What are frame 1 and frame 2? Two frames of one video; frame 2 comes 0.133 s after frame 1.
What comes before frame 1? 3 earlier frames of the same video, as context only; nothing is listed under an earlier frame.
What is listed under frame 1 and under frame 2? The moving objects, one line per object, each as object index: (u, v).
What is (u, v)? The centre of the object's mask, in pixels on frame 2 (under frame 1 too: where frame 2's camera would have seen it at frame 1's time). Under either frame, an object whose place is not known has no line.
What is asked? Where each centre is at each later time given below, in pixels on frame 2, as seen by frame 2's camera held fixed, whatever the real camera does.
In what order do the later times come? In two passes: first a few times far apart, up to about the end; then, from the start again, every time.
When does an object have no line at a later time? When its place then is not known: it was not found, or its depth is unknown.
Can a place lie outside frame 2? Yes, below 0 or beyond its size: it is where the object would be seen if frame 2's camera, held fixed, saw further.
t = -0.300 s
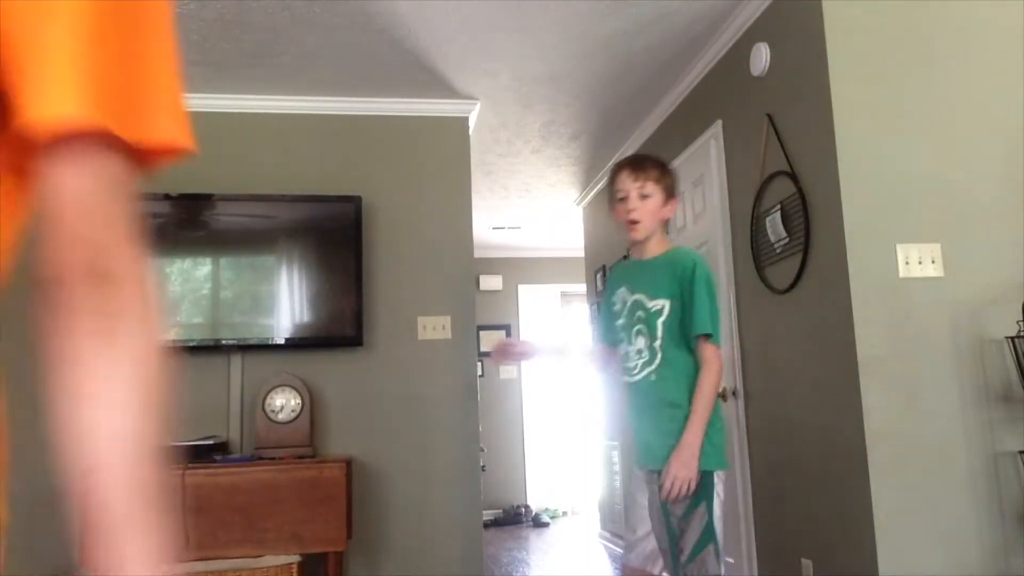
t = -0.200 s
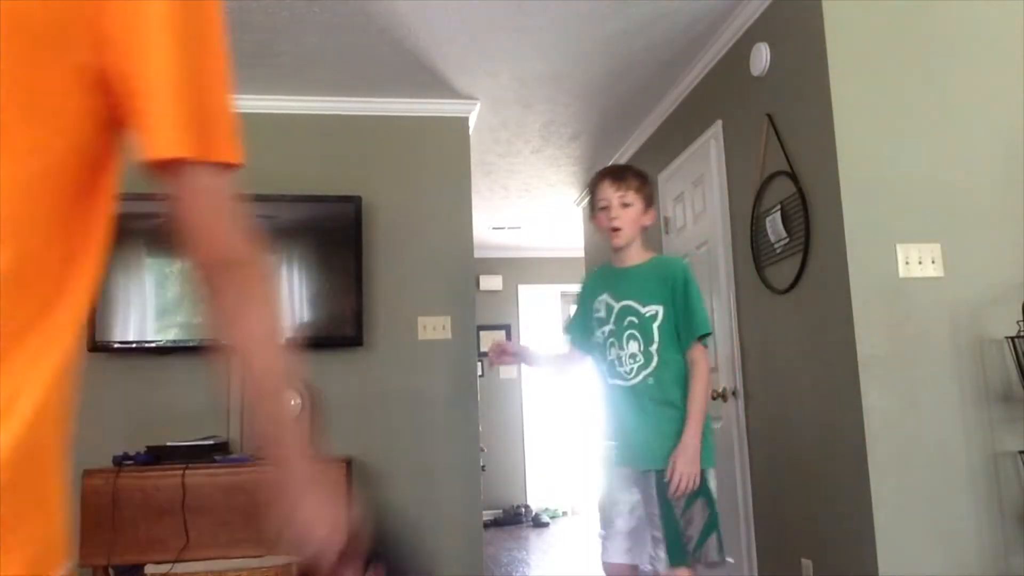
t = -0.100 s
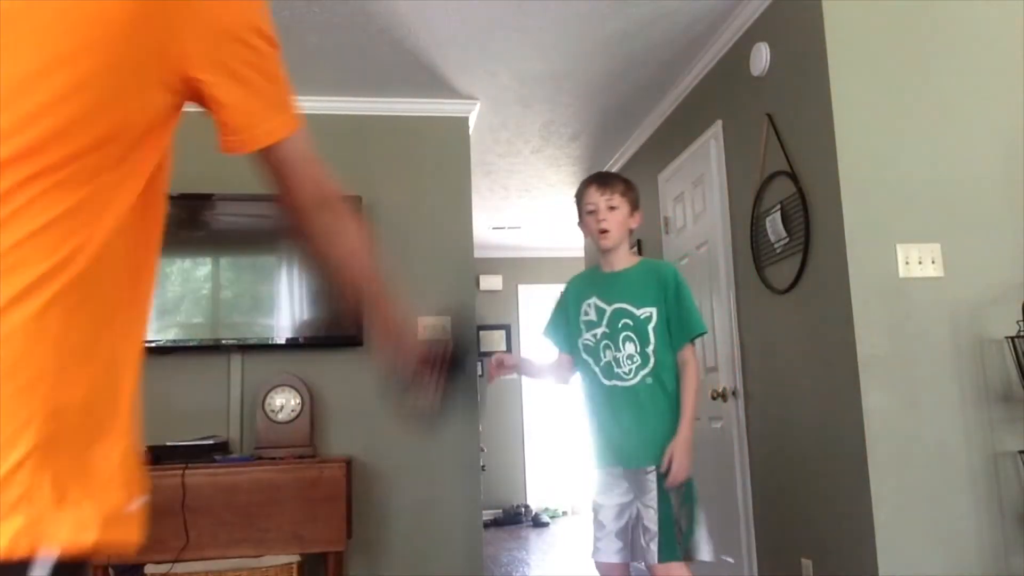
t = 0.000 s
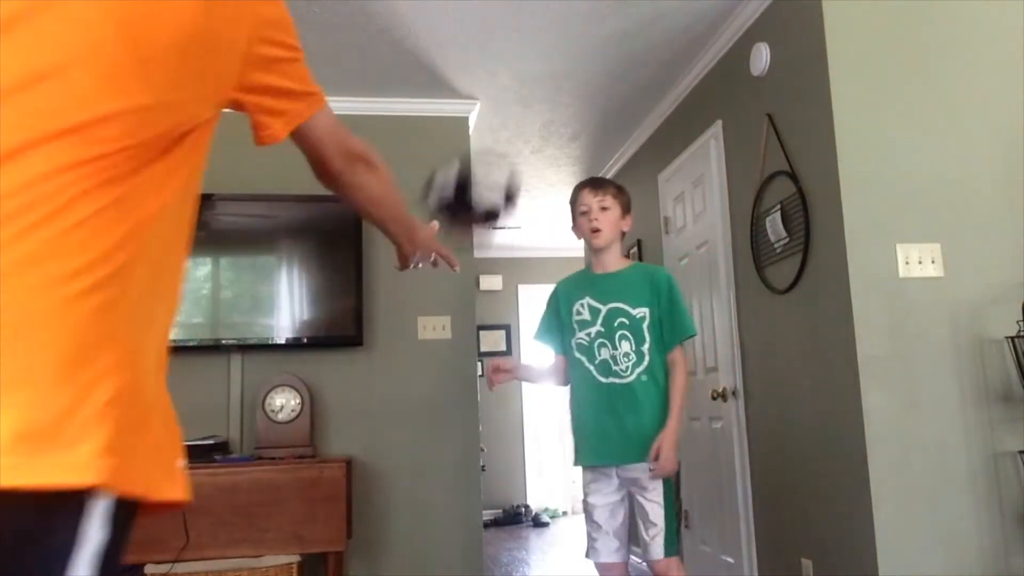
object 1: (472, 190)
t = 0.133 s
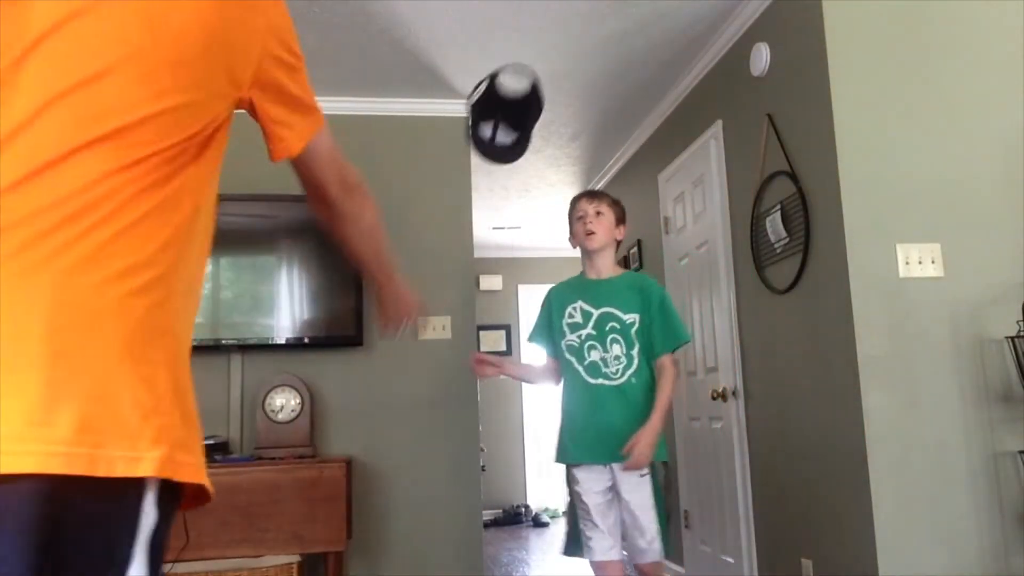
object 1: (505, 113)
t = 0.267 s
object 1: (526, 113)
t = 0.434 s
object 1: (546, 170)
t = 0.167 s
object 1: (511, 108)
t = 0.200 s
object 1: (516, 107)
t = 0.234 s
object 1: (522, 108)
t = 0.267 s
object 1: (526, 113)
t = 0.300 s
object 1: (531, 120)
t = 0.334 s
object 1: (535, 130)
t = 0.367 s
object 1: (539, 141)
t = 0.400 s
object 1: (542, 153)
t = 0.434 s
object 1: (546, 170)
